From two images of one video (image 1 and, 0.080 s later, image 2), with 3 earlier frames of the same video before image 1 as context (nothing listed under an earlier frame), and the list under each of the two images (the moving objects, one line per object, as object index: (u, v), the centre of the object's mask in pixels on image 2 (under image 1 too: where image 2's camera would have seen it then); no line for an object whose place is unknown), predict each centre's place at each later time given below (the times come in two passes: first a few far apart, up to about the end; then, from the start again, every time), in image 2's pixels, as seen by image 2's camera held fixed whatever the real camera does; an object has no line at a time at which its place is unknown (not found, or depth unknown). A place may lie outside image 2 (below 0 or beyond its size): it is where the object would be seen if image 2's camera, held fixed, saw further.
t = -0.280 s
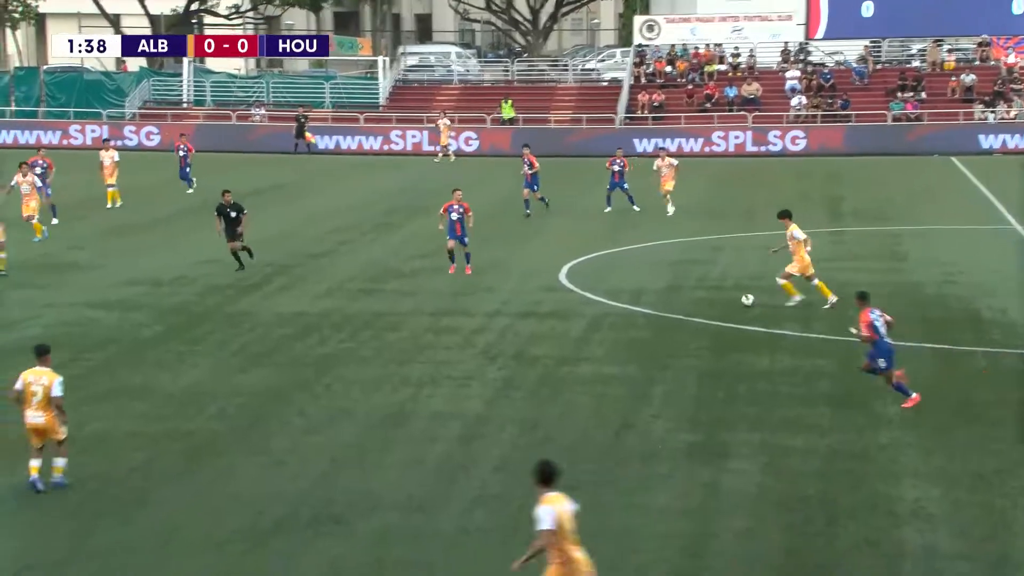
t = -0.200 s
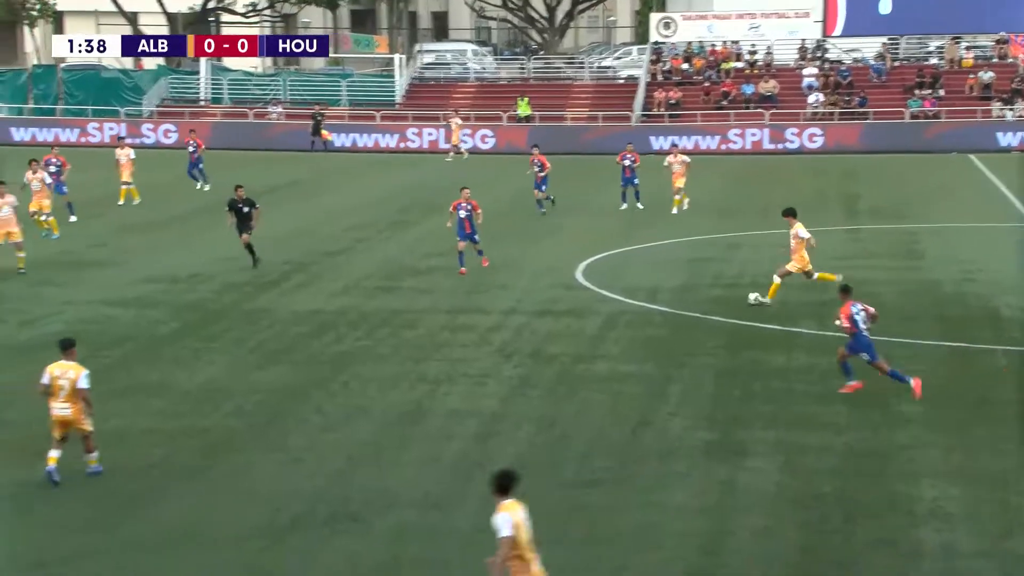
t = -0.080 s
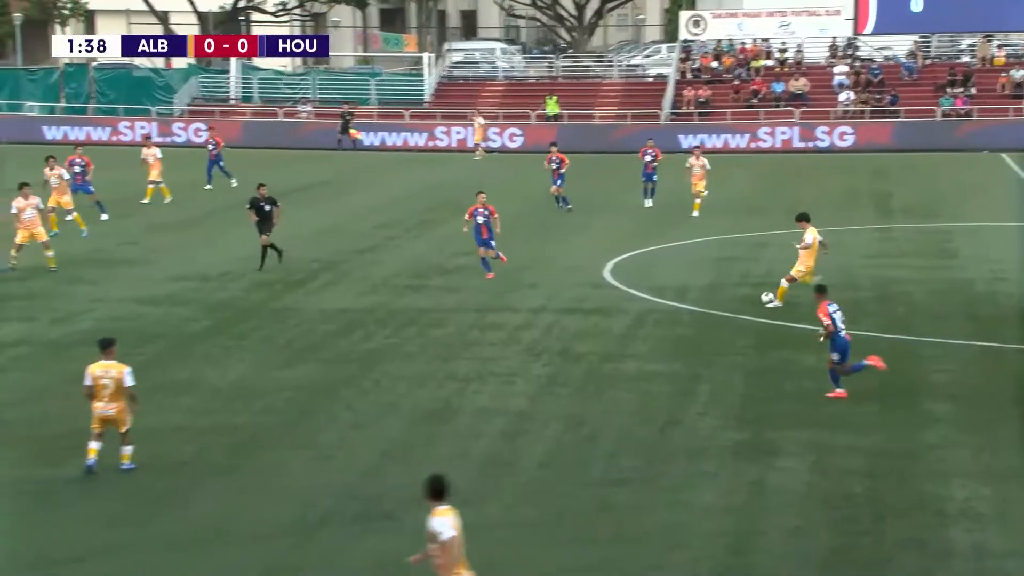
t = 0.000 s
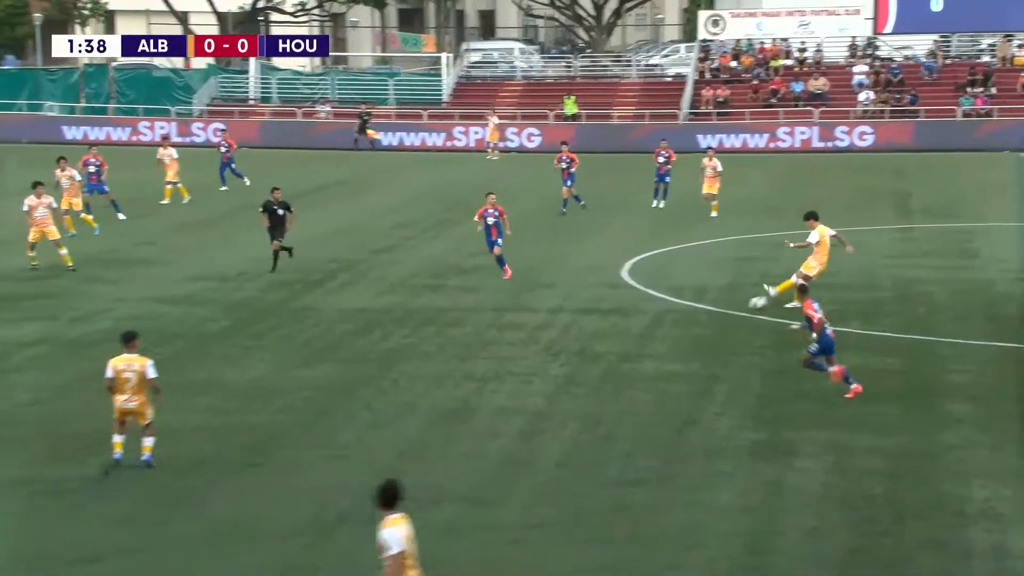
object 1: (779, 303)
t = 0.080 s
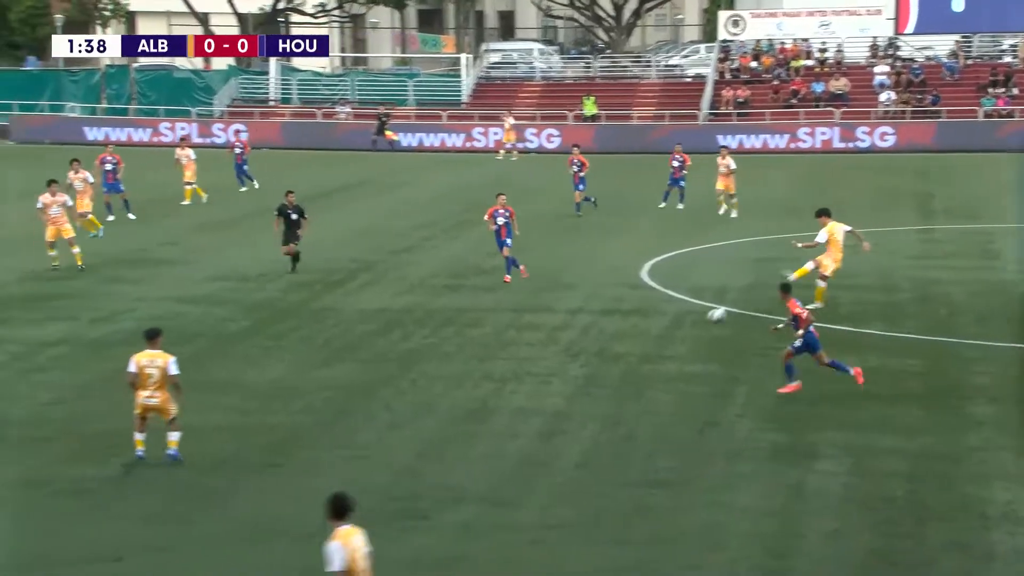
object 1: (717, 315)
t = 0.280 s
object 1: (571, 347)
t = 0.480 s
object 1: (432, 379)
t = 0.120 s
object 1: (687, 322)
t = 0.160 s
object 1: (658, 328)
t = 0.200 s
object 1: (629, 332)
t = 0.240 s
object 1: (599, 341)
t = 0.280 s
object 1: (571, 347)
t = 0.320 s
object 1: (543, 352)
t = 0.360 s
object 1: (514, 361)
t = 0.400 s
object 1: (486, 366)
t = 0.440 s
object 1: (459, 372)
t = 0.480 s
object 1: (432, 379)
